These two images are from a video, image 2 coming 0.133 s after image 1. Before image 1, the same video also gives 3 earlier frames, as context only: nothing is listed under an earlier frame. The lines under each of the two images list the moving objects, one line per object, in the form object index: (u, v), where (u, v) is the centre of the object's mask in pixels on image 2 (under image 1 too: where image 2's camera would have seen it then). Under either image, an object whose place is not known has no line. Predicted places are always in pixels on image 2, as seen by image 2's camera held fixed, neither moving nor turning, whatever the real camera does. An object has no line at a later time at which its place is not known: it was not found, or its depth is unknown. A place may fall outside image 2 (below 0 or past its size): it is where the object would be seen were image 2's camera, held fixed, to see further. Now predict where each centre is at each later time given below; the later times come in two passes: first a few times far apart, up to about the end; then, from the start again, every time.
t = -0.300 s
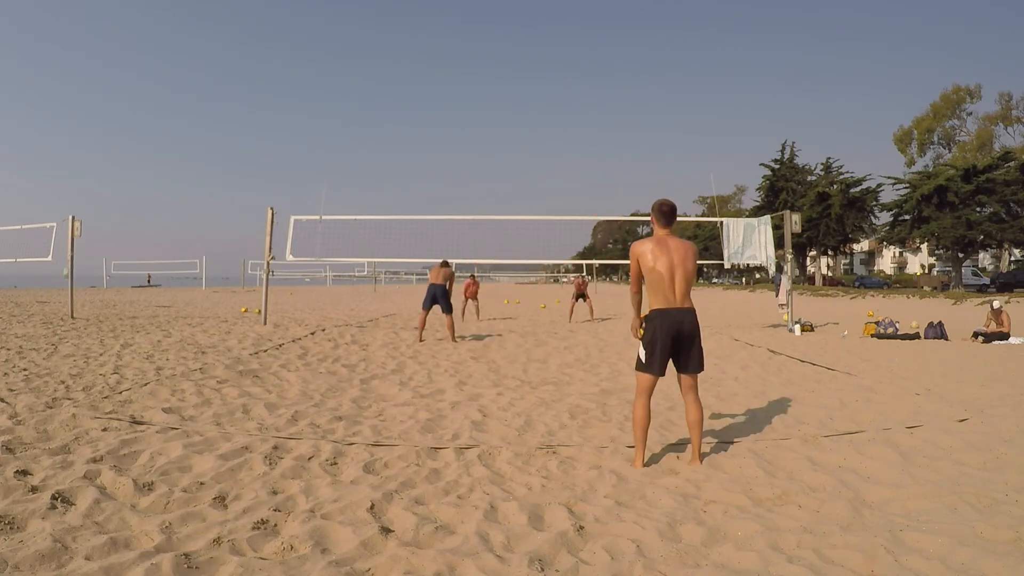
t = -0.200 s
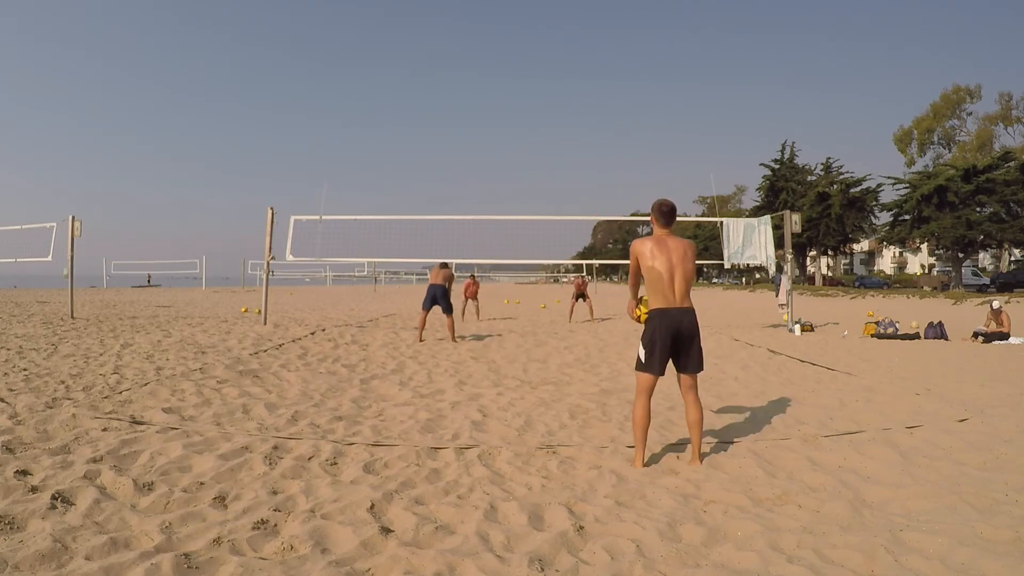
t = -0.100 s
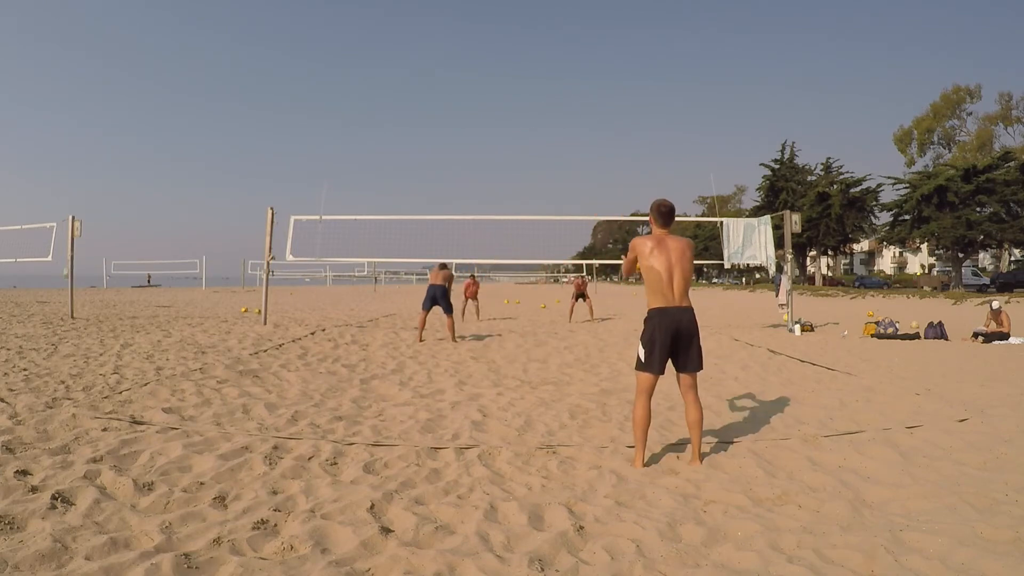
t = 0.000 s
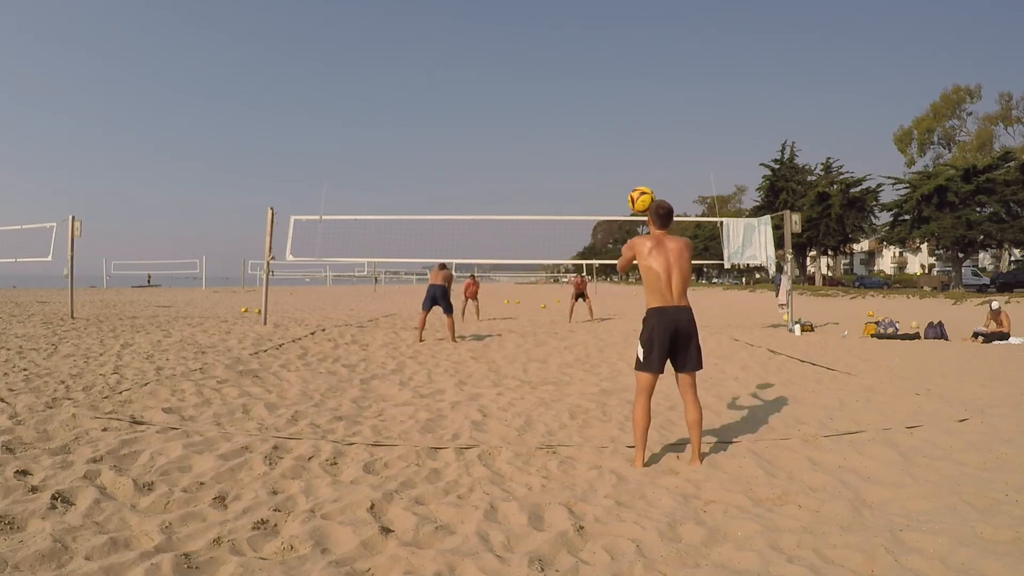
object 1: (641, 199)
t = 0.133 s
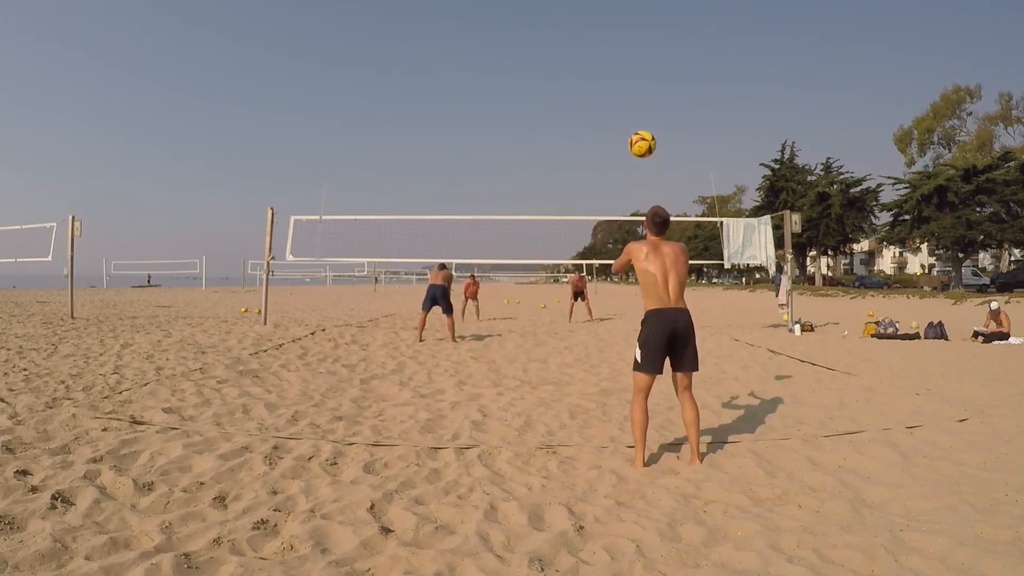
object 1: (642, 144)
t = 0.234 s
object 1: (642, 117)
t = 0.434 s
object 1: (644, 101)
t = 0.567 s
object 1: (646, 116)
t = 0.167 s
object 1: (642, 134)
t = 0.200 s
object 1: (642, 125)
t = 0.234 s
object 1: (642, 117)
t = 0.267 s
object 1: (643, 111)
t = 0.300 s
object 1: (643, 107)
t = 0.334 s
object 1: (643, 103)
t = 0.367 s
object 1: (643, 101)
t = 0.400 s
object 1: (644, 100)
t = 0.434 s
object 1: (644, 101)
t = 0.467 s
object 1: (645, 103)
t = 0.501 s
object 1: (645, 106)
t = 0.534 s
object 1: (646, 110)
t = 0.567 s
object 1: (646, 116)
